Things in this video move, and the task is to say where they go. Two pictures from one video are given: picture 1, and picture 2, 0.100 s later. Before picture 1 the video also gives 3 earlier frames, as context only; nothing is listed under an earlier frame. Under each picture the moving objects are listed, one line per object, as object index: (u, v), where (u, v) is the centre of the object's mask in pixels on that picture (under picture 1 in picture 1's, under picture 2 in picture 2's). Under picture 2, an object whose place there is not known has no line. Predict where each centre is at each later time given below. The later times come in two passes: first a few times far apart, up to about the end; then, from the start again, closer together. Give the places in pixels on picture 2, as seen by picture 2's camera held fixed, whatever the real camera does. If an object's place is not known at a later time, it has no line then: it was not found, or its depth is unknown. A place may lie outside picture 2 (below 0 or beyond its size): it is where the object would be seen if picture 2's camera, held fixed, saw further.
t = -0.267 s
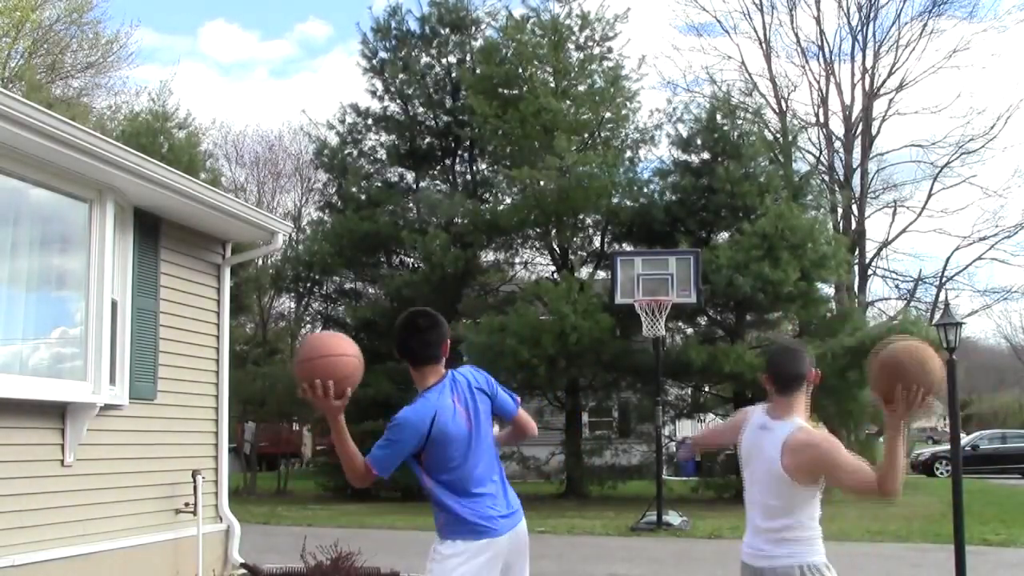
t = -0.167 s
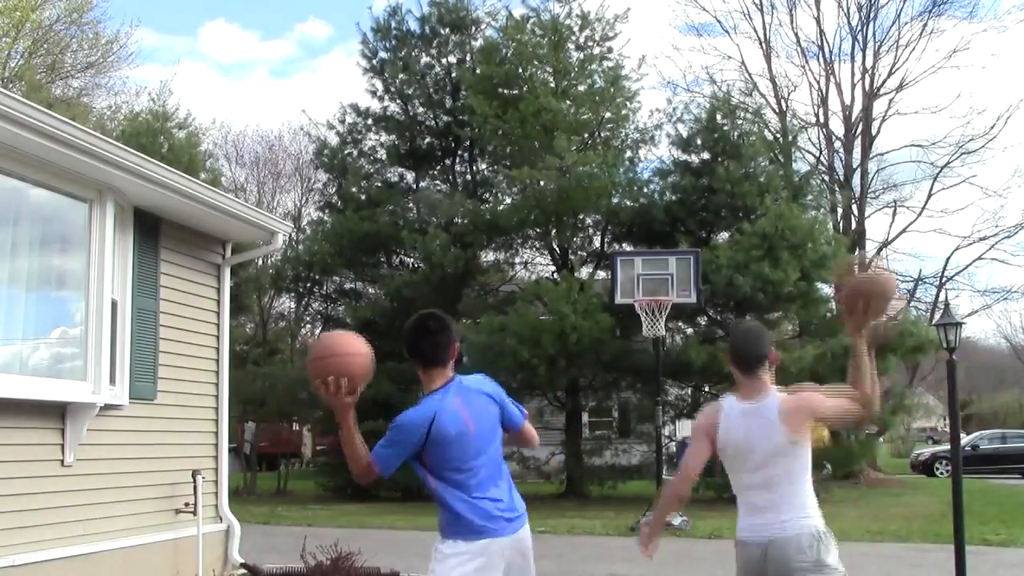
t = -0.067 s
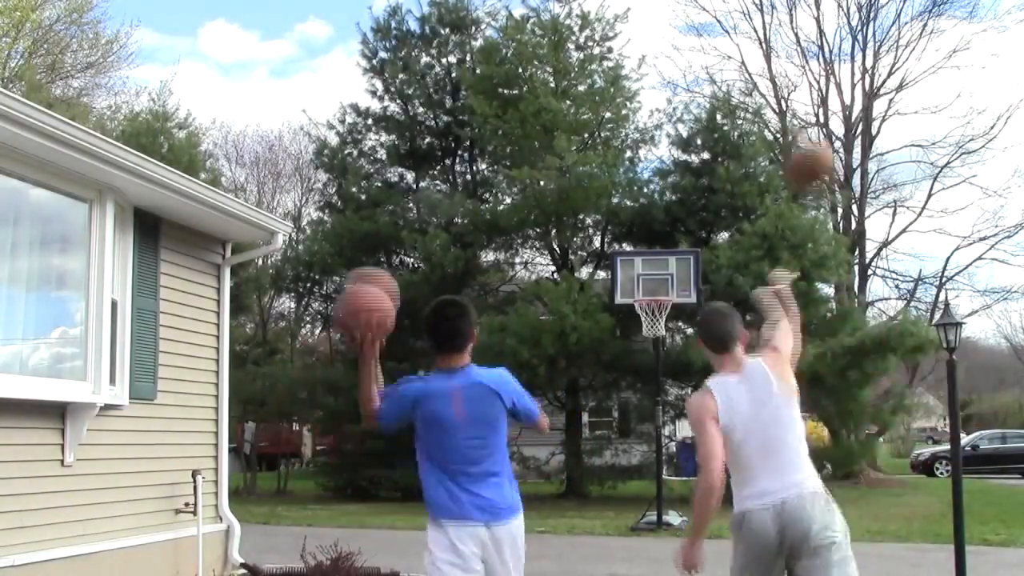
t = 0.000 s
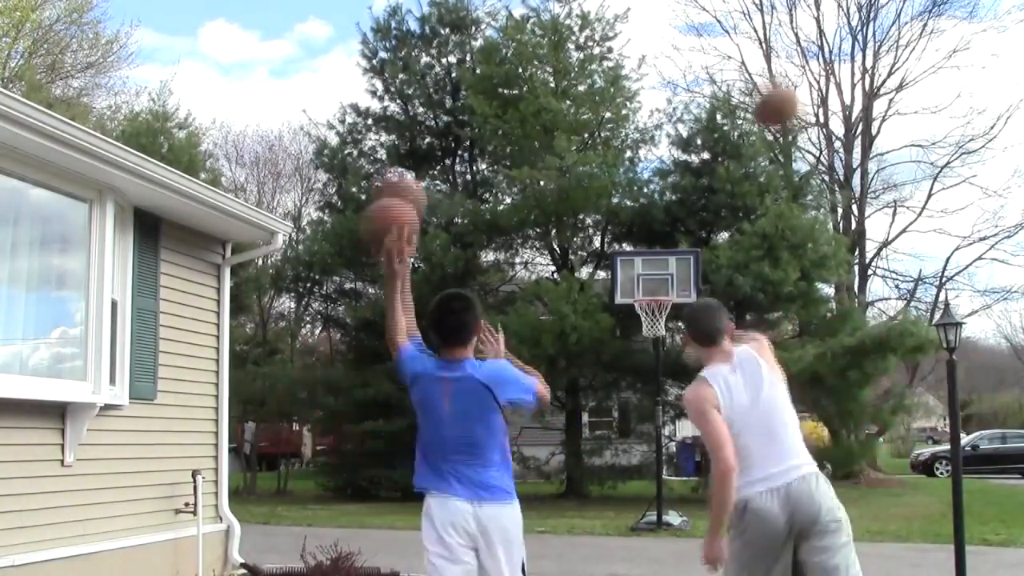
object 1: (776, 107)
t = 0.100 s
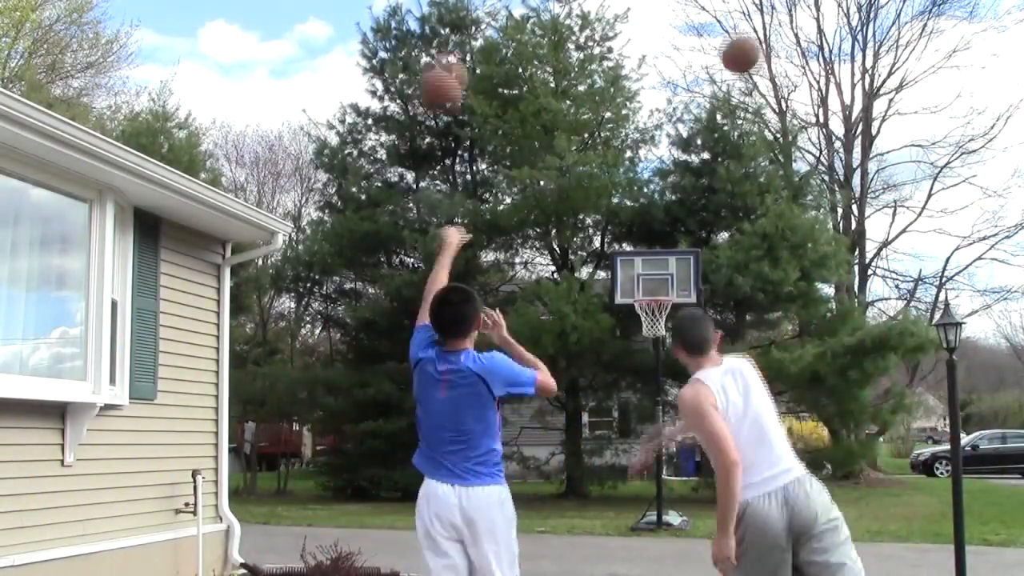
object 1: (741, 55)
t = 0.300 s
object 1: (699, 23)
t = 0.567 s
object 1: (671, 57)
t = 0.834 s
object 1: (658, 140)
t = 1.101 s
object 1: (649, 249)
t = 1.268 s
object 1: (645, 308)
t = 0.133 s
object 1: (731, 44)
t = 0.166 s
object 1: (724, 35)
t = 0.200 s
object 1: (717, 29)
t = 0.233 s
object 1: (711, 26)
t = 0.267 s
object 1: (705, 24)
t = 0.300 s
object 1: (699, 23)
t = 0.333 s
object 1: (694, 24)
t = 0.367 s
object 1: (690, 26)
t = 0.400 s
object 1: (686, 29)
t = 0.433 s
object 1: (682, 33)
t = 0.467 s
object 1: (679, 38)
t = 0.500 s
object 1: (676, 44)
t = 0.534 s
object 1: (673, 51)
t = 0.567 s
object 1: (671, 57)
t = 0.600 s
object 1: (668, 66)
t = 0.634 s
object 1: (666, 76)
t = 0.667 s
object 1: (664, 85)
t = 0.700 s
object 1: (662, 95)
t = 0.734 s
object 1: (661, 105)
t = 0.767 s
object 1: (658, 117)
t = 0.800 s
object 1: (657, 126)
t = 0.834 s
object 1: (658, 140)
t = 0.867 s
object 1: (656, 152)
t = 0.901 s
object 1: (656, 165)
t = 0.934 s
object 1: (657, 180)
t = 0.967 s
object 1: (655, 191)
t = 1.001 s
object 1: (652, 207)
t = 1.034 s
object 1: (651, 221)
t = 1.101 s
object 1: (649, 249)
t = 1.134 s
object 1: (649, 265)
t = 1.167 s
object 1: (647, 286)
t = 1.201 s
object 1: (646, 291)
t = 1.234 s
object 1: (644, 298)
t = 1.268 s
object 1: (645, 308)
